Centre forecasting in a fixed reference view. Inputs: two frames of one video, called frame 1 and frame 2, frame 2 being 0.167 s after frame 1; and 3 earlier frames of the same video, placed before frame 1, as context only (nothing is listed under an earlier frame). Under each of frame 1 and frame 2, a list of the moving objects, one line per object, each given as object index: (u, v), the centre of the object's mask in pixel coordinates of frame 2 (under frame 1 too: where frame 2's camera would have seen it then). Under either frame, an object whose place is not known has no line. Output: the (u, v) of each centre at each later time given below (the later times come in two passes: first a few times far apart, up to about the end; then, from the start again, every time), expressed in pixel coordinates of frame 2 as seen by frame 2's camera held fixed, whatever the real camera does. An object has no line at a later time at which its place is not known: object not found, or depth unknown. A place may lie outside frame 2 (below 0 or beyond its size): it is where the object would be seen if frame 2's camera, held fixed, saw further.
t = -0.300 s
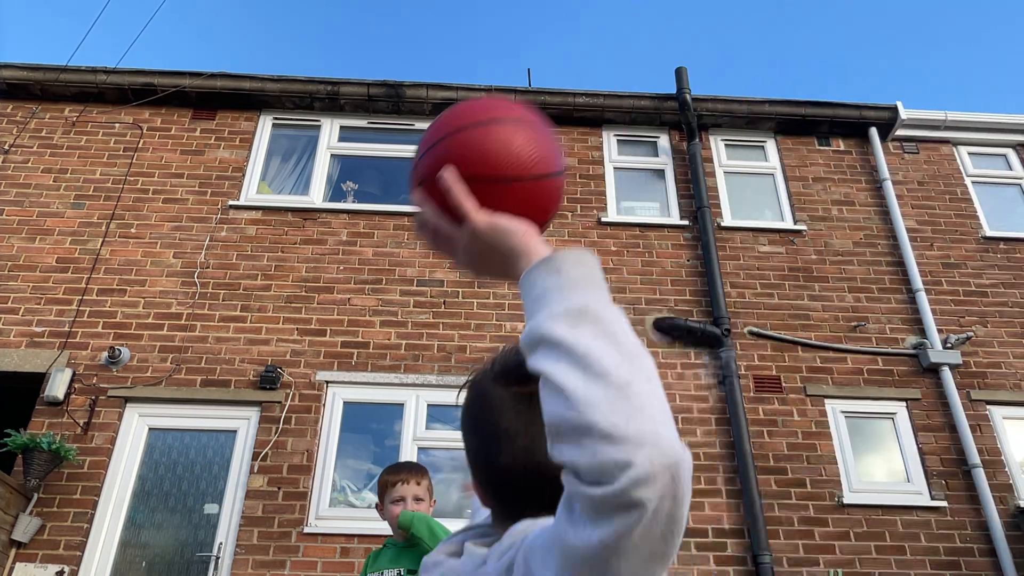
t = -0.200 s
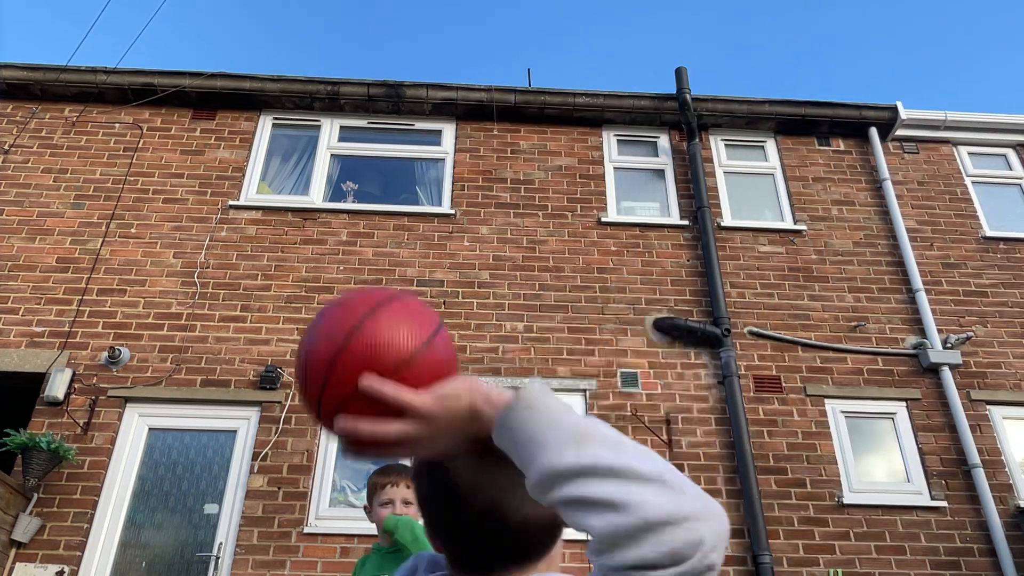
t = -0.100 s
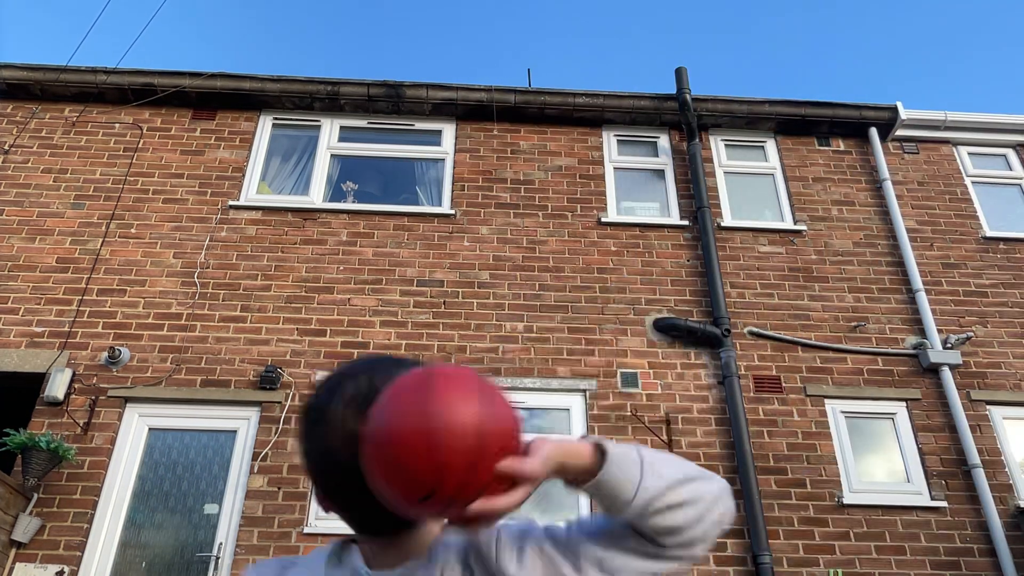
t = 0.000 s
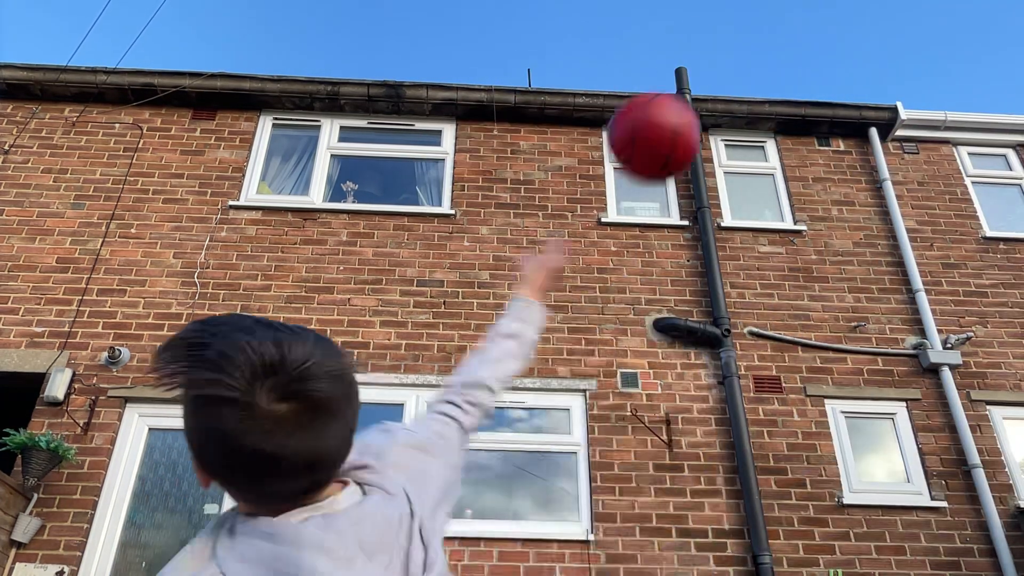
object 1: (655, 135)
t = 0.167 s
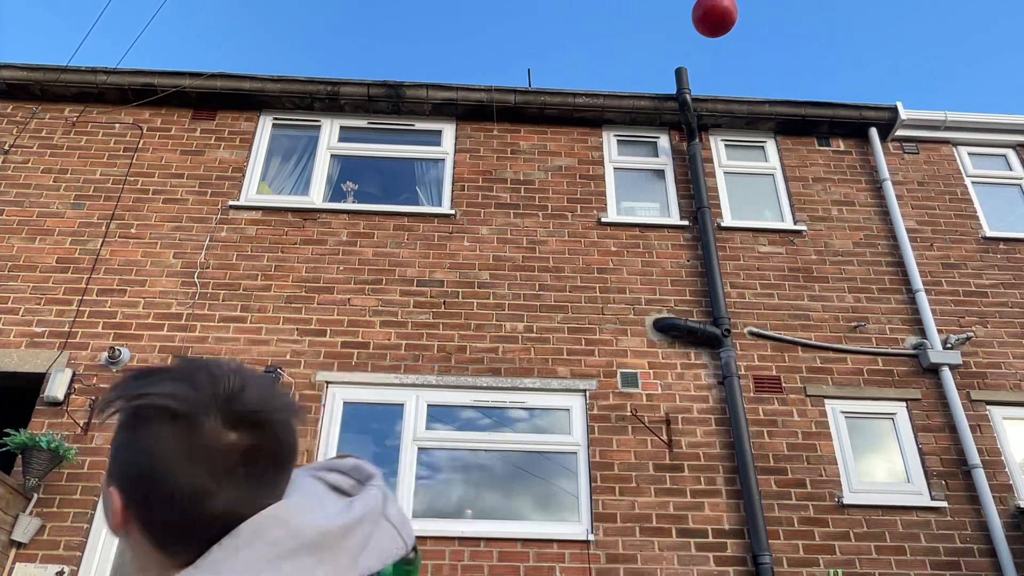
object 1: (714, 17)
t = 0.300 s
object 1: (735, 13)
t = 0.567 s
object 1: (769, 69)
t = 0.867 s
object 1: (805, 192)
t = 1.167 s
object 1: (866, 344)
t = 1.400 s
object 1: (1015, 467)
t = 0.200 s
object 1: (721, 14)
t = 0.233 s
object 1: (726, 13)
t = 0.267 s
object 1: (731, 13)
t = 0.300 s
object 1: (735, 13)
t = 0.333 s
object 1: (741, 15)
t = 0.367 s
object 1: (746, 20)
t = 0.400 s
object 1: (750, 27)
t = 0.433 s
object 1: (753, 33)
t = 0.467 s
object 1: (757, 40)
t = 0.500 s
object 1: (761, 49)
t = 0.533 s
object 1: (766, 58)
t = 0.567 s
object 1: (769, 69)
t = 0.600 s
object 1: (773, 80)
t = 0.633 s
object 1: (776, 92)
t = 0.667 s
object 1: (781, 104)
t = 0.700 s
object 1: (785, 118)
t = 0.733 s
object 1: (789, 131)
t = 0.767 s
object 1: (792, 145)
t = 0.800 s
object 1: (796, 160)
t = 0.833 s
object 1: (801, 175)
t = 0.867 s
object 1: (805, 192)
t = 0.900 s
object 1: (810, 209)
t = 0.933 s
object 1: (814, 226)
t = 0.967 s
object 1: (818, 244)
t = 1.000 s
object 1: (822, 263)
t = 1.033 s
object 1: (828, 282)
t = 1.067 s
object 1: (832, 304)
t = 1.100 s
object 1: (837, 325)
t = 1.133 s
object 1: (849, 336)
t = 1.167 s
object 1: (866, 344)
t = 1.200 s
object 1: (884, 355)
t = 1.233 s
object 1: (902, 367)
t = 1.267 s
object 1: (921, 381)
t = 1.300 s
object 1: (943, 399)
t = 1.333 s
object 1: (966, 419)
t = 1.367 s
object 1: (991, 441)
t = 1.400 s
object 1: (1015, 467)
